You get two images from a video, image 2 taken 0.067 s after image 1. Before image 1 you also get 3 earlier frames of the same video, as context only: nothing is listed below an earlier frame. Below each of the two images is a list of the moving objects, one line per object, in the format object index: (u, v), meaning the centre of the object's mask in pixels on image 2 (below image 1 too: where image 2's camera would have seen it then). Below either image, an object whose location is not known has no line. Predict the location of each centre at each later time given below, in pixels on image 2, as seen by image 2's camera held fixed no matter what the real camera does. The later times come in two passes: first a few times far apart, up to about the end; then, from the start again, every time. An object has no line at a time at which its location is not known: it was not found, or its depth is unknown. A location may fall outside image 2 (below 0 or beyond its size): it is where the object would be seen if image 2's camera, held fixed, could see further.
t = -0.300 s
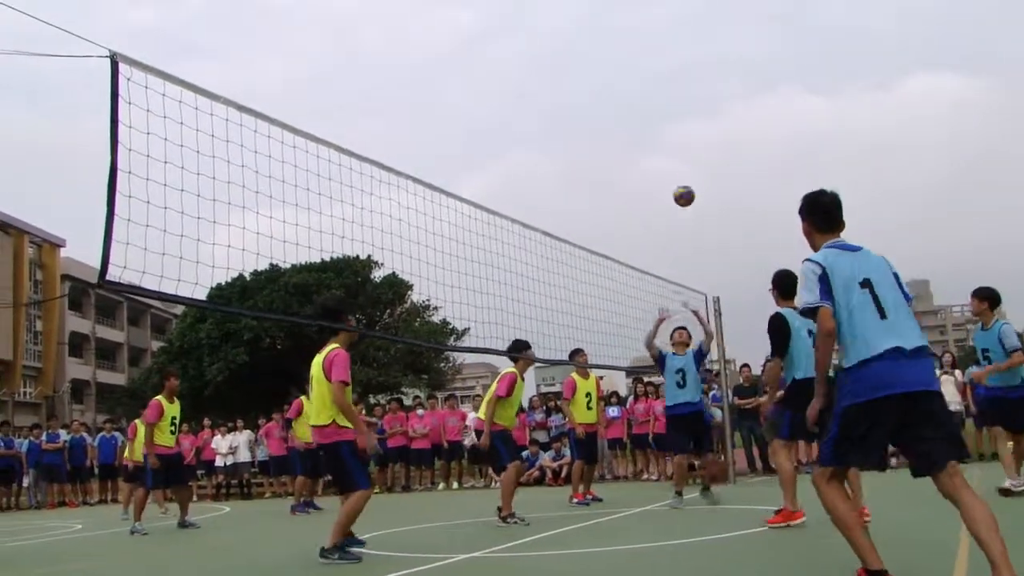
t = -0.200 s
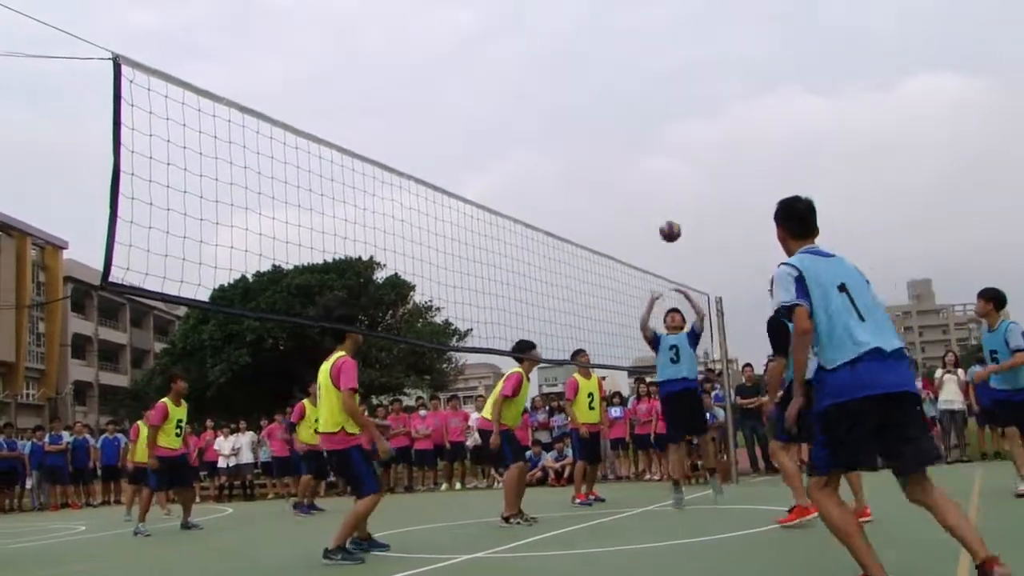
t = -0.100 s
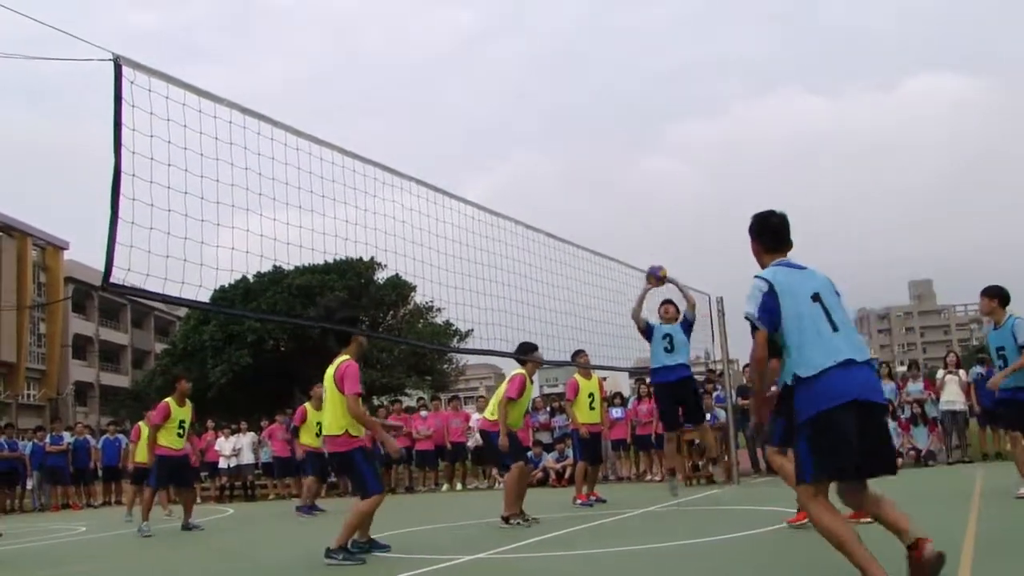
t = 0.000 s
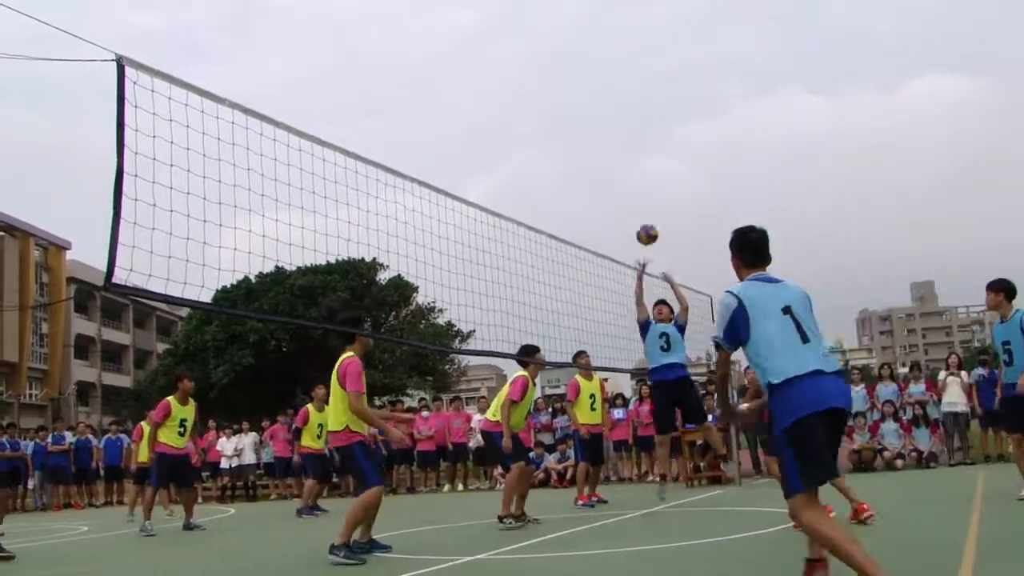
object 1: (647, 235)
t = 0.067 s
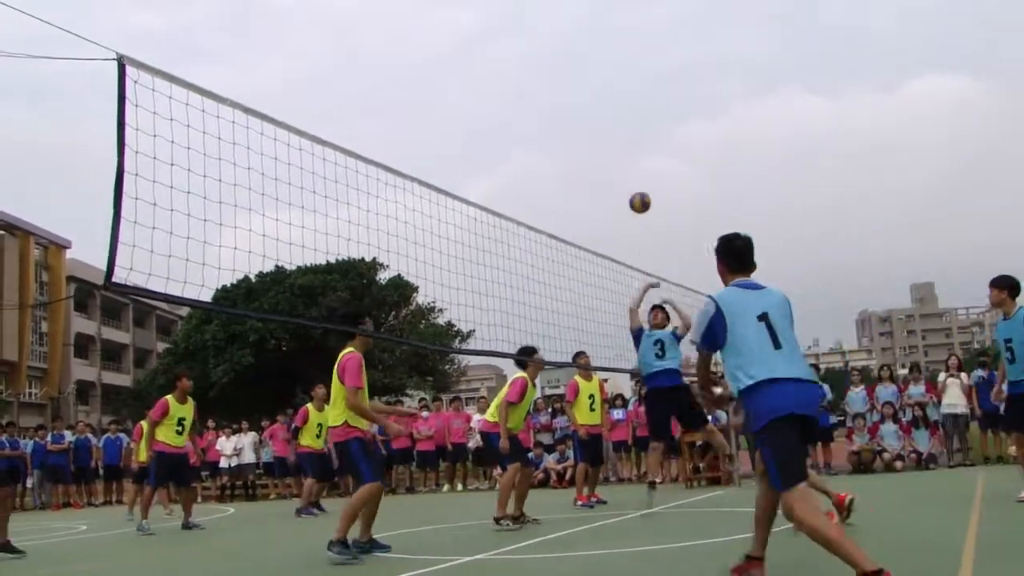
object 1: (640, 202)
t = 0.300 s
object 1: (617, 121)
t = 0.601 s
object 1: (592, 94)
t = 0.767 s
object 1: (582, 121)
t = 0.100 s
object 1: (636, 187)
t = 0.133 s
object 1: (633, 173)
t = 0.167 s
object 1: (630, 161)
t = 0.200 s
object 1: (626, 149)
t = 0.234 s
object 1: (623, 138)
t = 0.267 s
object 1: (620, 129)
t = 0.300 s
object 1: (617, 121)
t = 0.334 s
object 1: (614, 113)
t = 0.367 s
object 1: (611, 107)
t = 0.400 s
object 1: (608, 102)
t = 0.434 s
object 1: (606, 98)
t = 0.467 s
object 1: (602, 95)
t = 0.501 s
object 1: (600, 93)
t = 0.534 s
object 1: (597, 92)
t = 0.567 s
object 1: (595, 93)
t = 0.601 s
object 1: (592, 94)
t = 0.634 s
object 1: (590, 97)
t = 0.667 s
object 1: (588, 101)
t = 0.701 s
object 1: (586, 106)
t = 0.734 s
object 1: (584, 113)
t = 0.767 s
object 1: (582, 121)
